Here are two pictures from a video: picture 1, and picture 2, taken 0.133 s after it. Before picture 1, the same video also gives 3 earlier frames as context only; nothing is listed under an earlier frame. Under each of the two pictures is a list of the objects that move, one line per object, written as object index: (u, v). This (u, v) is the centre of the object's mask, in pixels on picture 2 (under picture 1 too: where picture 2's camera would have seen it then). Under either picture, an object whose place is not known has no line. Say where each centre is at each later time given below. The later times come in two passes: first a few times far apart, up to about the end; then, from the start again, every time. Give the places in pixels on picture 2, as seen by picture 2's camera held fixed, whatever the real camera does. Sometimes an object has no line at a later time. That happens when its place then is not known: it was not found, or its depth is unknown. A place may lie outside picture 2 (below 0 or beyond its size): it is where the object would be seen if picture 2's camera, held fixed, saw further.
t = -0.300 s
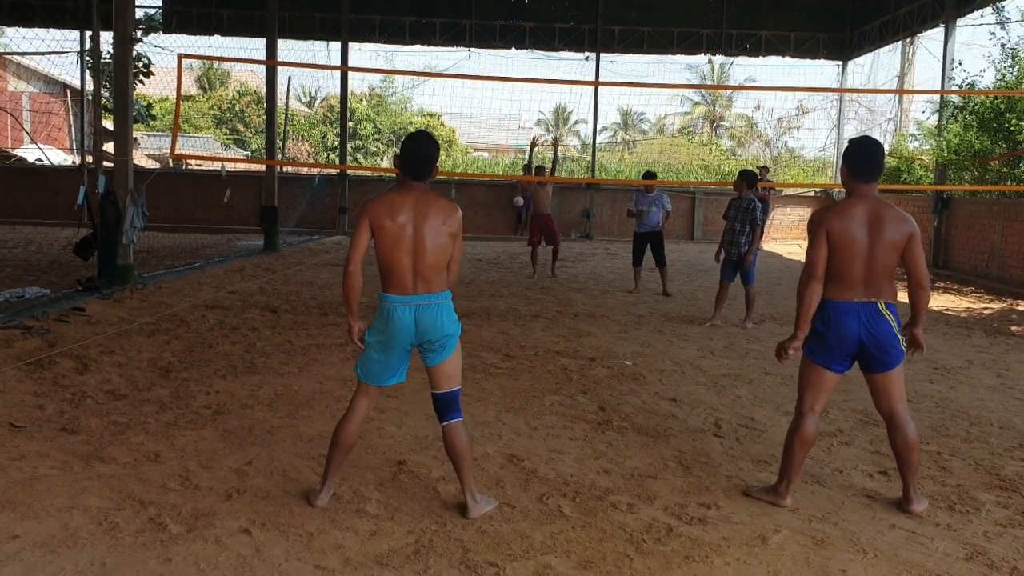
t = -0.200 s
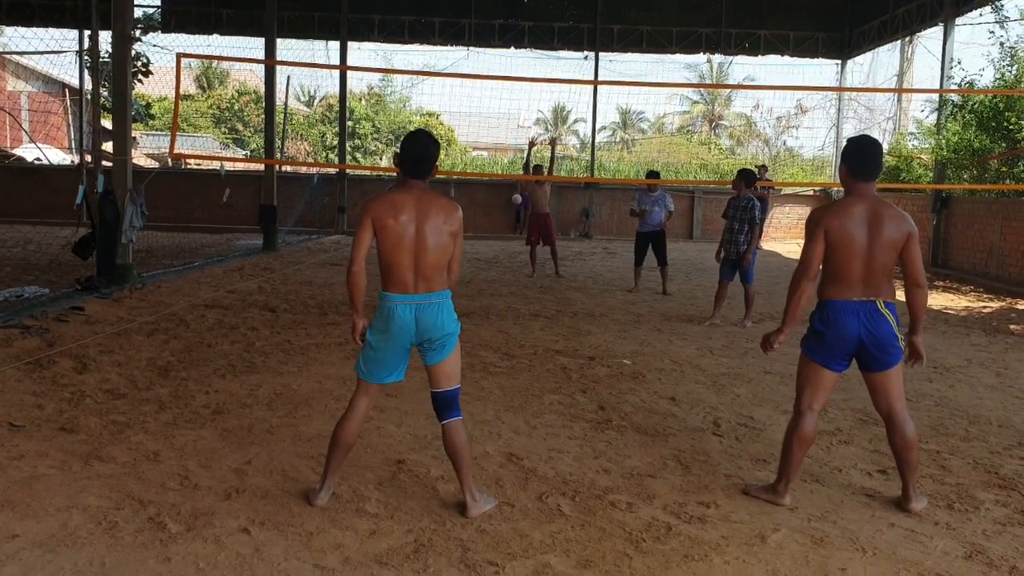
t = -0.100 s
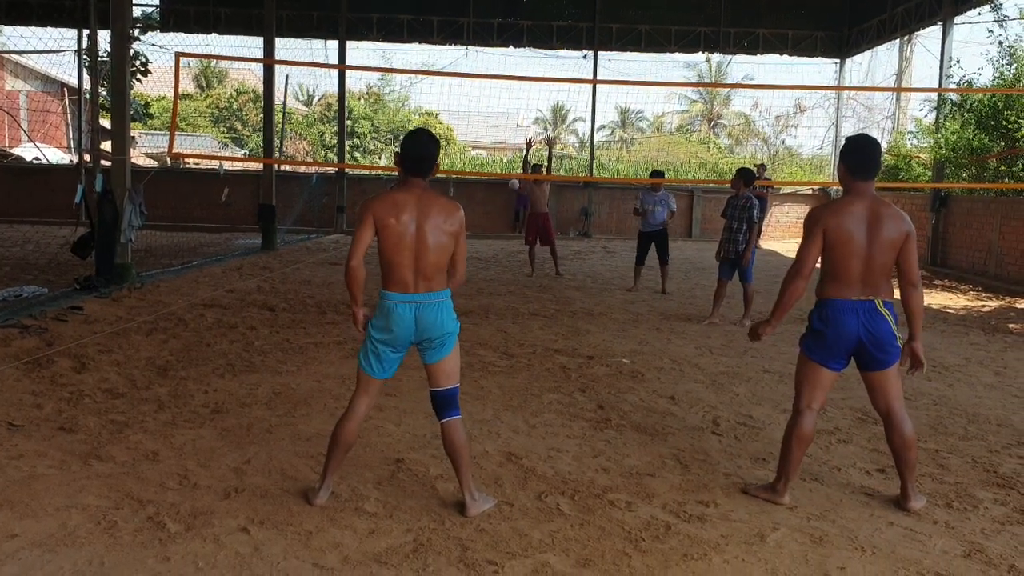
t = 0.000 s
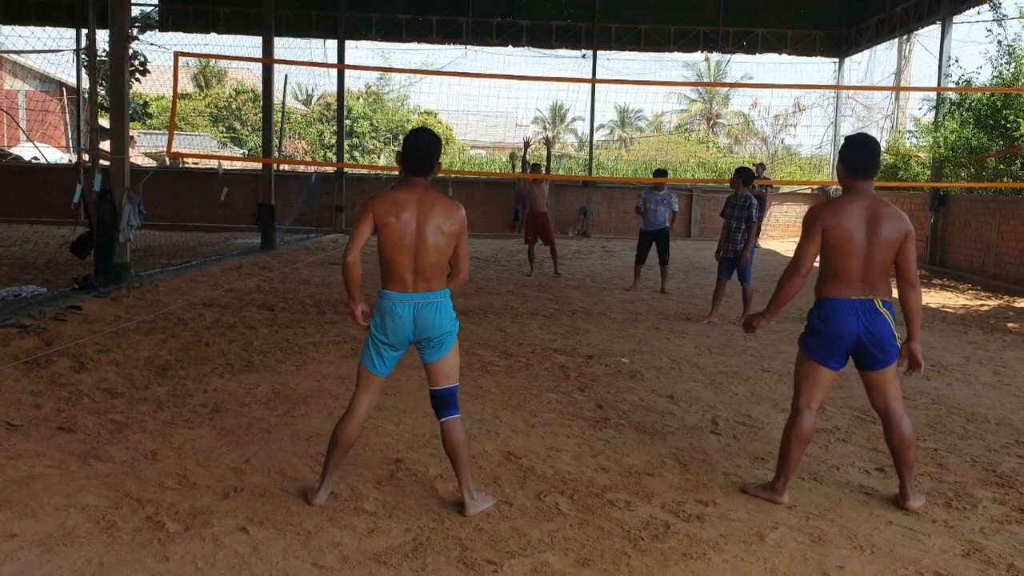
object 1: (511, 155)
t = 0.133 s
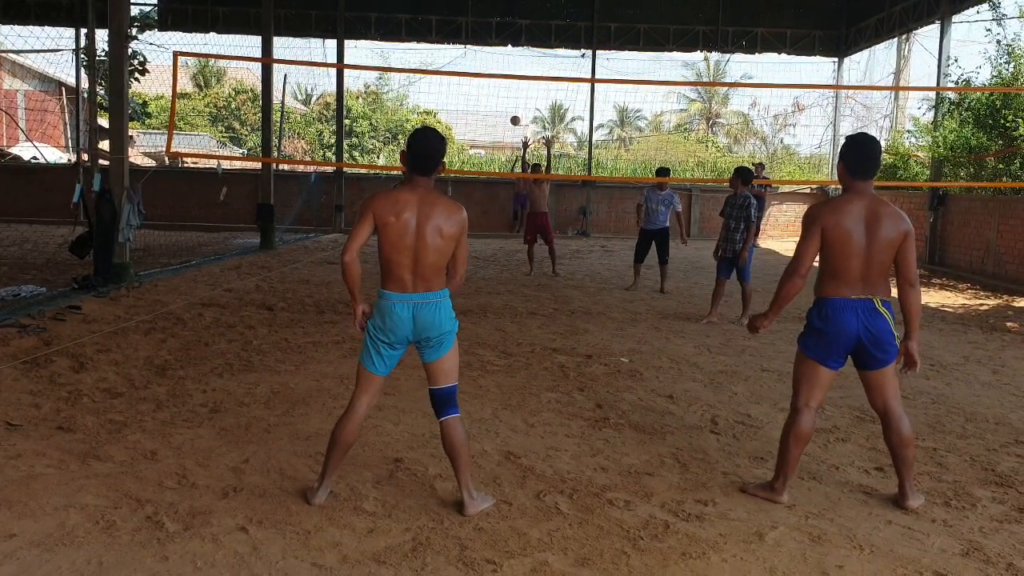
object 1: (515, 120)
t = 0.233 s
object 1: (516, 99)
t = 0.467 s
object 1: (519, 68)
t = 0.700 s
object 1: (521, 63)
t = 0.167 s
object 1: (515, 113)
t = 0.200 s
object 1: (516, 106)
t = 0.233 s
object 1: (516, 99)
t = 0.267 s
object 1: (516, 93)
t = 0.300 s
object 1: (517, 88)
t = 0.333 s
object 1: (517, 83)
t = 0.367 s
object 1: (518, 81)
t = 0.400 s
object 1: (518, 72)
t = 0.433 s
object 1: (519, 71)
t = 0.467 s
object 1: (519, 68)
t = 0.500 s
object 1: (519, 65)
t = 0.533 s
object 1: (520, 64)
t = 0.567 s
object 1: (520, 62)
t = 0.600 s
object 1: (520, 62)
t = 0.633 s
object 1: (521, 61)
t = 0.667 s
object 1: (521, 62)
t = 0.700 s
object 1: (521, 63)
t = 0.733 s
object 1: (521, 64)
